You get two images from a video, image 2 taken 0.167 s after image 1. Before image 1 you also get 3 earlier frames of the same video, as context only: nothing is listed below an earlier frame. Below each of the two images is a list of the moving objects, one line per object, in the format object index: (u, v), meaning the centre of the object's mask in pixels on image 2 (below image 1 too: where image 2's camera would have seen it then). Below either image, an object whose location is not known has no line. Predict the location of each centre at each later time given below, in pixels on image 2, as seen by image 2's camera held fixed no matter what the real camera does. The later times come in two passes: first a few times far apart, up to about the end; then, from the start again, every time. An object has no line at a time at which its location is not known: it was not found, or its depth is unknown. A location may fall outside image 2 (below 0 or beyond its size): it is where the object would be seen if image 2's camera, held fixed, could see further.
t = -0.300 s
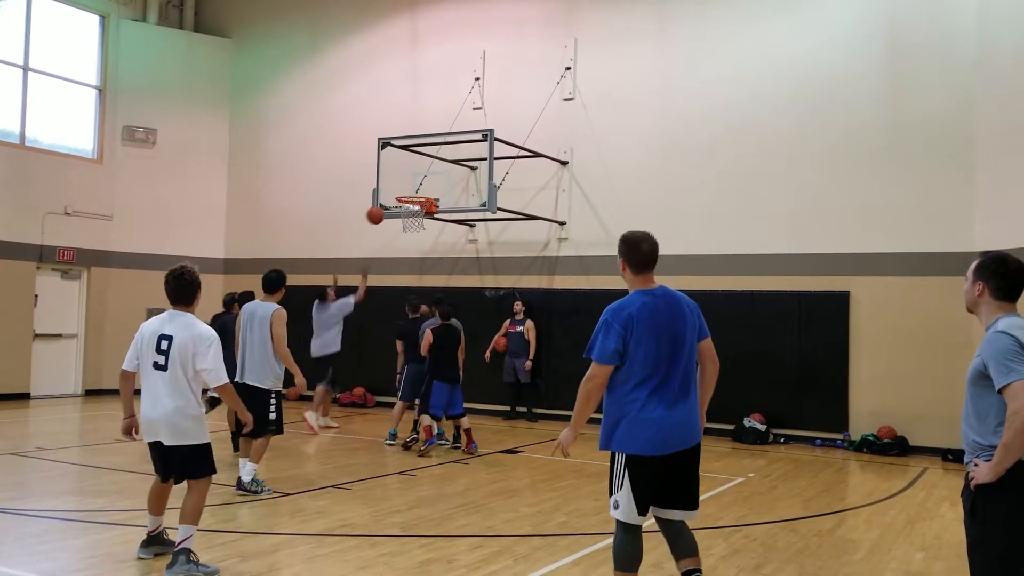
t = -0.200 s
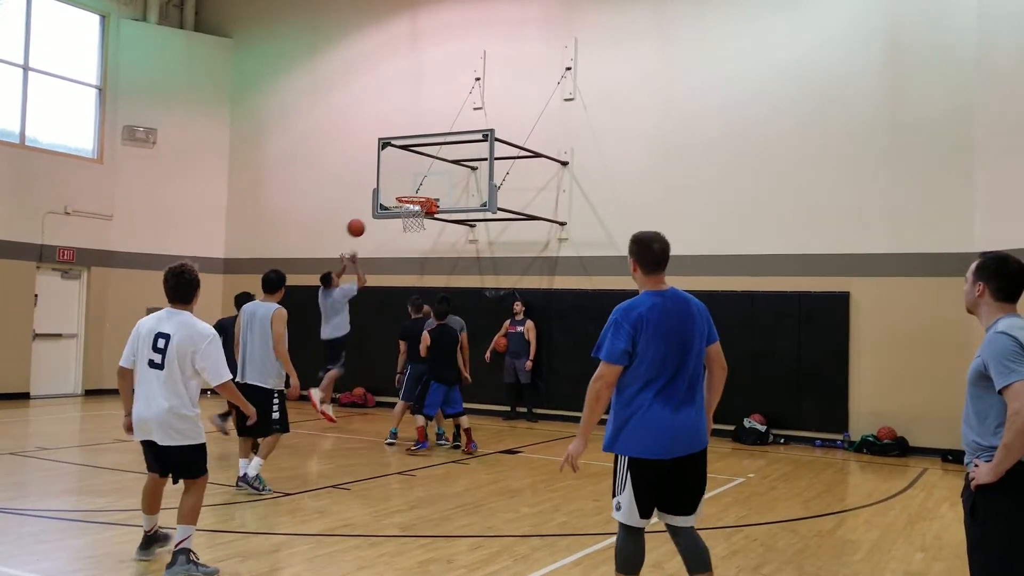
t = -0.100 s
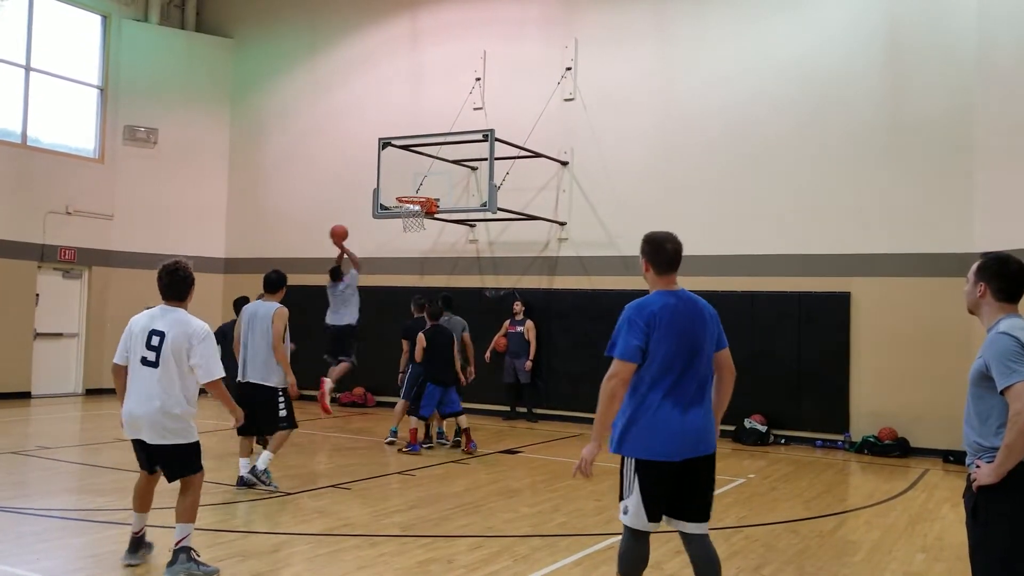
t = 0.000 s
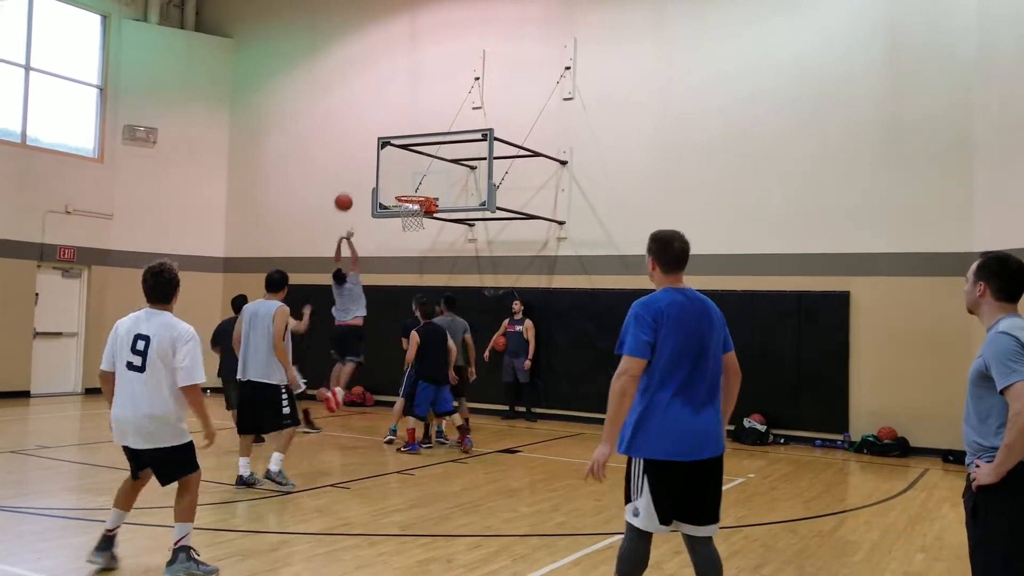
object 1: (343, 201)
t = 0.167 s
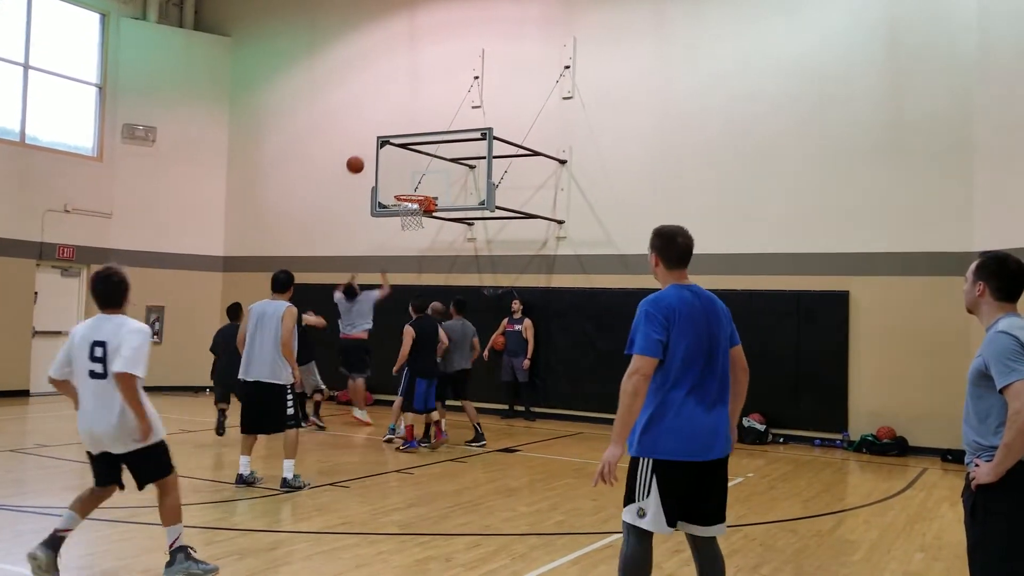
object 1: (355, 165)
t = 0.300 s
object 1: (364, 150)
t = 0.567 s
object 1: (356, 167)
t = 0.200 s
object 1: (357, 160)
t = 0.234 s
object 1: (359, 156)
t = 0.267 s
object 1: (362, 153)
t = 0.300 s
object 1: (364, 150)
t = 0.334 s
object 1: (366, 149)
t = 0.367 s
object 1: (368, 148)
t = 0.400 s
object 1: (369, 148)
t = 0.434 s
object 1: (367, 150)
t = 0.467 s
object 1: (364, 153)
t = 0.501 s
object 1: (361, 157)
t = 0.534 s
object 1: (358, 161)
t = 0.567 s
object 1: (356, 167)
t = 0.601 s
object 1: (353, 173)
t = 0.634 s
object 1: (349, 180)
